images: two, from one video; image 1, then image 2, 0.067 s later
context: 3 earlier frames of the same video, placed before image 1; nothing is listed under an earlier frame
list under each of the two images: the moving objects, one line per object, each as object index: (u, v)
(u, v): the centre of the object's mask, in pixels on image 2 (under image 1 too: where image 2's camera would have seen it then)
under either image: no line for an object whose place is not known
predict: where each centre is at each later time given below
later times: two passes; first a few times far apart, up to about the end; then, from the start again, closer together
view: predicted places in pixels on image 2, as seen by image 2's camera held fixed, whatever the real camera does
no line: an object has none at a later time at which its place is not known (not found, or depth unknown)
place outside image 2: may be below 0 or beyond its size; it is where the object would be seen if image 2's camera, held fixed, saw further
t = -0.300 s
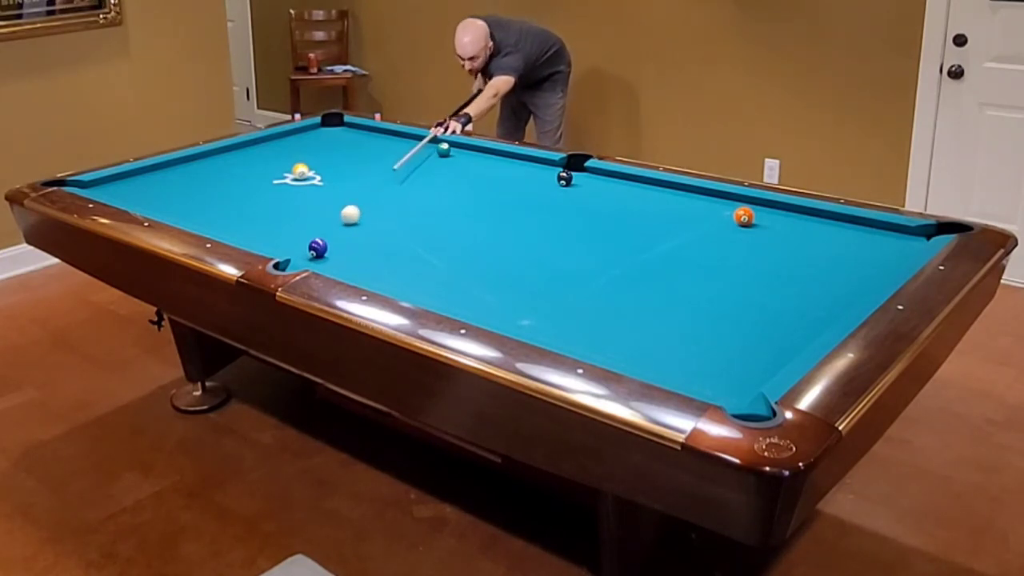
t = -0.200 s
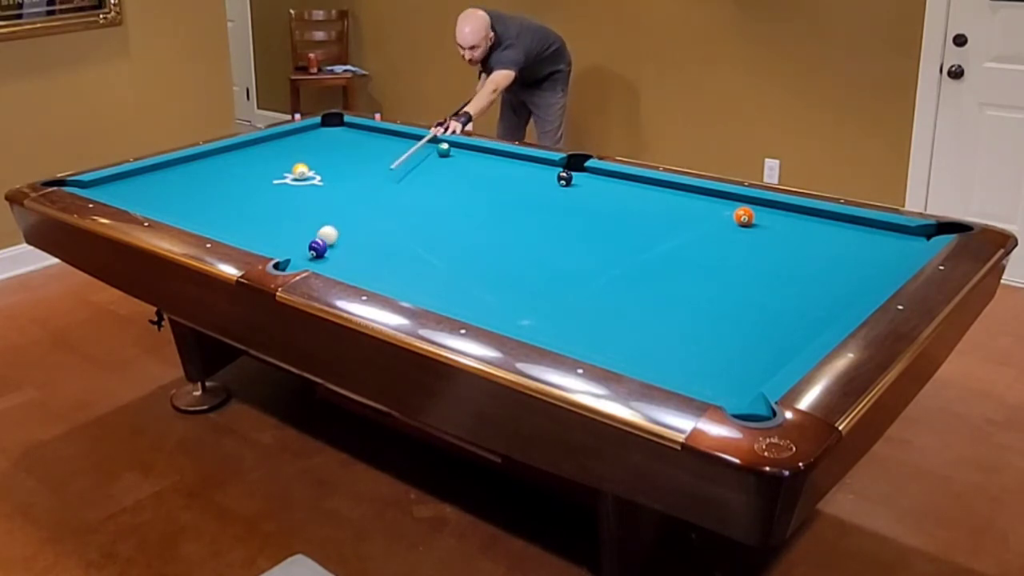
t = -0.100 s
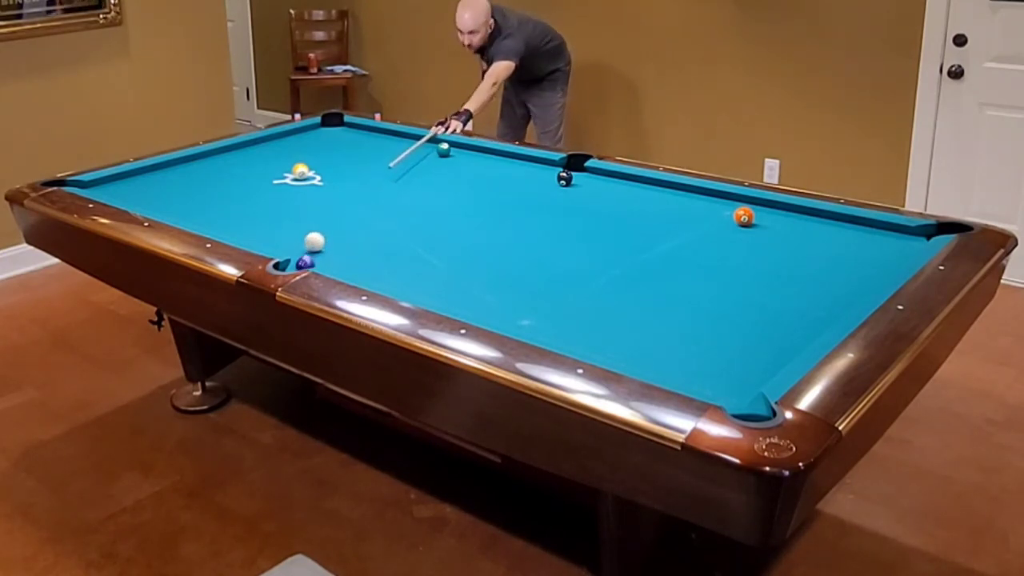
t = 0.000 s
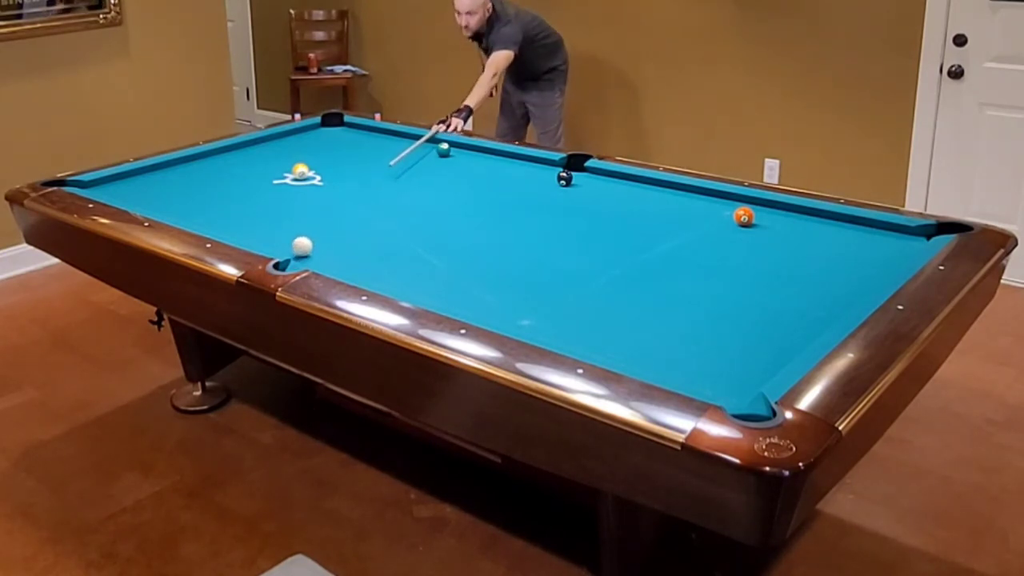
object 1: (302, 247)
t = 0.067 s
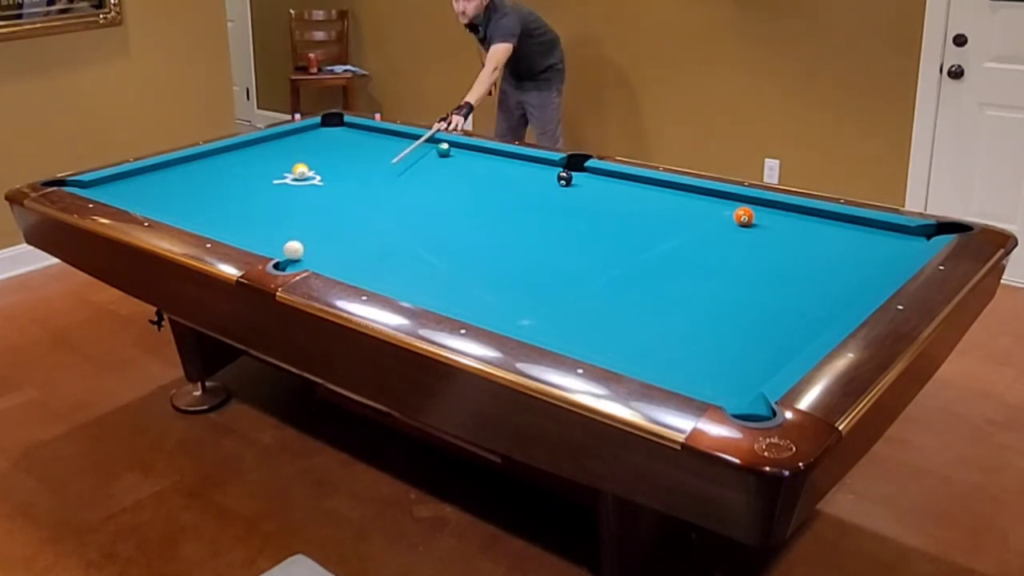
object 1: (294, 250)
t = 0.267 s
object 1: (308, 250)
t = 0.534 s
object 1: (340, 244)
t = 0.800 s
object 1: (370, 239)
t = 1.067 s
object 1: (400, 233)
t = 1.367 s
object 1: (427, 228)
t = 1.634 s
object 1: (449, 224)
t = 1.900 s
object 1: (468, 221)
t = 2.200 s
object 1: (487, 217)
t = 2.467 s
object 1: (502, 214)
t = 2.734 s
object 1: (515, 212)
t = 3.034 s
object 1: (527, 209)
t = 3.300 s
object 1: (536, 207)
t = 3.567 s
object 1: (544, 205)
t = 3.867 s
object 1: (550, 204)
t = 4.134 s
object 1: (554, 203)
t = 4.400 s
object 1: (556, 203)
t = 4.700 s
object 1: (556, 202)
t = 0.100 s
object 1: (289, 251)
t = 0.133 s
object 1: (290, 252)
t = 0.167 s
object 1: (295, 251)
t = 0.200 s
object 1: (299, 251)
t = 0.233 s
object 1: (303, 251)
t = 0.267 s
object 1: (308, 250)
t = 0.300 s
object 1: (312, 249)
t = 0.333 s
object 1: (316, 249)
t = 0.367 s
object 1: (320, 248)
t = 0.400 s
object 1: (324, 247)
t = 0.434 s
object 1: (328, 246)
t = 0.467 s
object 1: (332, 246)
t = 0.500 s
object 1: (336, 245)
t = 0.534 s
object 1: (340, 244)
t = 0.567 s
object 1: (344, 243)
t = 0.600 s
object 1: (348, 243)
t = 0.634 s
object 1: (352, 242)
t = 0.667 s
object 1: (355, 241)
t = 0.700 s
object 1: (359, 241)
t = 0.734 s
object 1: (363, 240)
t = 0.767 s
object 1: (366, 239)
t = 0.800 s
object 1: (370, 239)
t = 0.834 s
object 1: (373, 238)
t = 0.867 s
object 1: (377, 237)
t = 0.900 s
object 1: (384, 236)
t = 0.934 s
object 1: (387, 236)
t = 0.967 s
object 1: (390, 235)
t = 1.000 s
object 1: (393, 235)
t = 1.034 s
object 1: (397, 234)
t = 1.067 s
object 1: (400, 233)
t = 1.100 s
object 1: (403, 233)
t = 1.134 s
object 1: (406, 232)
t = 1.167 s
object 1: (409, 232)
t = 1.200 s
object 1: (412, 231)
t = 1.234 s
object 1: (415, 231)
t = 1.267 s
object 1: (418, 230)
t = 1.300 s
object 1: (422, 230)
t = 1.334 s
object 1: (424, 229)
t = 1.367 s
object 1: (427, 228)
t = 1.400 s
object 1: (430, 228)
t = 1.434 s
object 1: (433, 227)
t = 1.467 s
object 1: (435, 227)
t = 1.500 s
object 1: (438, 226)
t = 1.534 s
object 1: (441, 226)
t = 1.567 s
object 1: (443, 226)
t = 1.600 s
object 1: (446, 225)
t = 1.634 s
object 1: (449, 224)
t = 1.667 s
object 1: (451, 224)
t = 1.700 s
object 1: (454, 224)
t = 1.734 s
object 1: (456, 223)
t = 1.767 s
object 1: (458, 223)
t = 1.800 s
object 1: (461, 222)
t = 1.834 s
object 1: (463, 222)
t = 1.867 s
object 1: (465, 221)
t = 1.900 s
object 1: (468, 221)
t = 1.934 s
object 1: (470, 220)
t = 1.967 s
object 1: (472, 220)
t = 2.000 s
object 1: (474, 219)
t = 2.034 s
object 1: (476, 219)
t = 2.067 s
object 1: (479, 219)
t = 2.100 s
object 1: (481, 218)
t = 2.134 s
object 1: (483, 218)
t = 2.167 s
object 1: (485, 217)
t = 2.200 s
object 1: (487, 217)
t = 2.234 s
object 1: (489, 217)
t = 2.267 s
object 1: (491, 216)
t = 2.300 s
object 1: (493, 216)
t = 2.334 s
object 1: (495, 216)
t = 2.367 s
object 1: (496, 215)
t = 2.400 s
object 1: (498, 215)
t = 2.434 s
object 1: (500, 214)
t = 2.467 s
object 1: (502, 214)
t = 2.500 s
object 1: (504, 214)
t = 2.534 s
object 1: (505, 213)
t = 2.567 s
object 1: (507, 213)
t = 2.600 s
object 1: (509, 213)
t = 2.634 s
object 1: (510, 212)
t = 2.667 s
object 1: (512, 212)
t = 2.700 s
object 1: (513, 212)
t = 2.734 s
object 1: (515, 212)
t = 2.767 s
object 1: (516, 211)
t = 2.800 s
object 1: (518, 211)
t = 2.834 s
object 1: (519, 210)
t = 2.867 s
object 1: (520, 210)
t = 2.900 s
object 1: (522, 210)
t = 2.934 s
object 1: (523, 209)
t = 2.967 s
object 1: (524, 209)
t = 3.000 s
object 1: (526, 209)
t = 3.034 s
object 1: (527, 209)
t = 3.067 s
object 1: (528, 208)
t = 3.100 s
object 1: (529, 208)
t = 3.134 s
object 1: (530, 208)
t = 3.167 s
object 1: (532, 208)
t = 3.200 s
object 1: (533, 207)
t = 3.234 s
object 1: (534, 207)
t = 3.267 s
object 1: (535, 207)
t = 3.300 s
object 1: (536, 207)
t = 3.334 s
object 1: (537, 207)
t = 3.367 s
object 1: (538, 206)
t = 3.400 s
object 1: (539, 206)
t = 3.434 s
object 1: (540, 206)
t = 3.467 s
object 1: (541, 206)
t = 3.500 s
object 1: (542, 205)
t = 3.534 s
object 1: (542, 205)
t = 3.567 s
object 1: (544, 205)
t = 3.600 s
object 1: (544, 205)
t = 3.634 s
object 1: (545, 205)
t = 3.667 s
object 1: (546, 205)
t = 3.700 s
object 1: (547, 205)
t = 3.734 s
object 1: (547, 204)
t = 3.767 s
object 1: (548, 204)
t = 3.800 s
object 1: (549, 204)
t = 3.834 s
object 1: (549, 204)
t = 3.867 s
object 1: (550, 204)
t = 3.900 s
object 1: (551, 204)
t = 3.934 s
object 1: (551, 204)
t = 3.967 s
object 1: (552, 203)
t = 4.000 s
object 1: (552, 203)
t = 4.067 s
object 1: (553, 203)
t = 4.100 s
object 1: (553, 203)
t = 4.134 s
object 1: (554, 203)
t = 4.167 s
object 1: (554, 203)
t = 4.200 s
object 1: (555, 203)
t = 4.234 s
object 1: (555, 203)
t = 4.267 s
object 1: (555, 203)
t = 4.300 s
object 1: (555, 203)
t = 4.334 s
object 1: (556, 203)
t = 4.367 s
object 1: (556, 202)
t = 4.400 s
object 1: (556, 203)
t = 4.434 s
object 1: (556, 203)
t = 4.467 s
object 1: (556, 203)
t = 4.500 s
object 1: (556, 202)
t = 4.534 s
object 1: (556, 202)
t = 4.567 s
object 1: (556, 202)
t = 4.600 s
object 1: (556, 203)
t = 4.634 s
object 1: (556, 202)
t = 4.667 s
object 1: (556, 202)
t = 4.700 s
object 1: (556, 202)
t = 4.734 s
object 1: (556, 202)
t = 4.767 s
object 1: (556, 202)
